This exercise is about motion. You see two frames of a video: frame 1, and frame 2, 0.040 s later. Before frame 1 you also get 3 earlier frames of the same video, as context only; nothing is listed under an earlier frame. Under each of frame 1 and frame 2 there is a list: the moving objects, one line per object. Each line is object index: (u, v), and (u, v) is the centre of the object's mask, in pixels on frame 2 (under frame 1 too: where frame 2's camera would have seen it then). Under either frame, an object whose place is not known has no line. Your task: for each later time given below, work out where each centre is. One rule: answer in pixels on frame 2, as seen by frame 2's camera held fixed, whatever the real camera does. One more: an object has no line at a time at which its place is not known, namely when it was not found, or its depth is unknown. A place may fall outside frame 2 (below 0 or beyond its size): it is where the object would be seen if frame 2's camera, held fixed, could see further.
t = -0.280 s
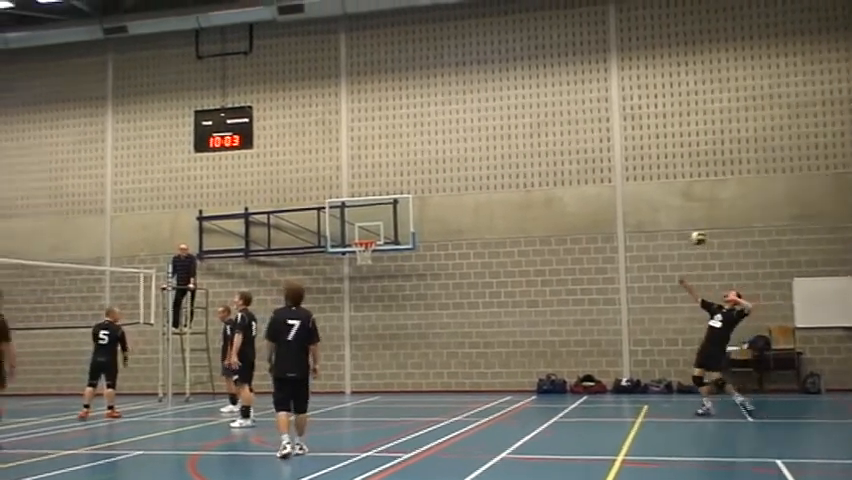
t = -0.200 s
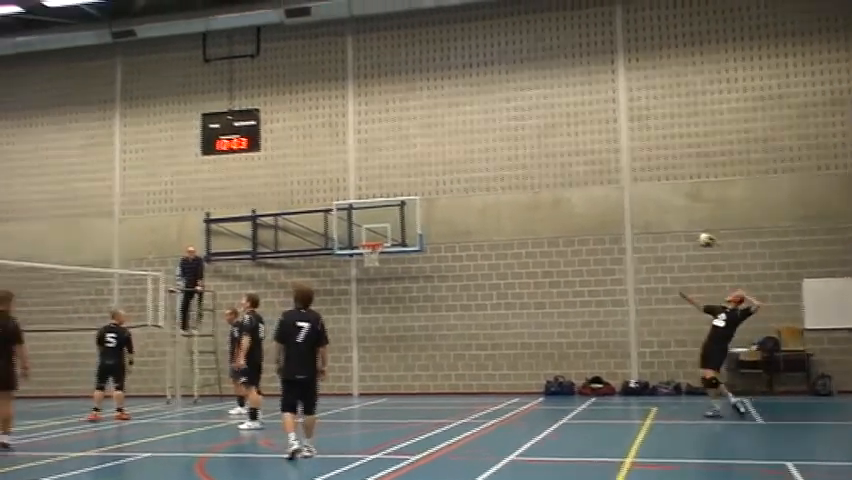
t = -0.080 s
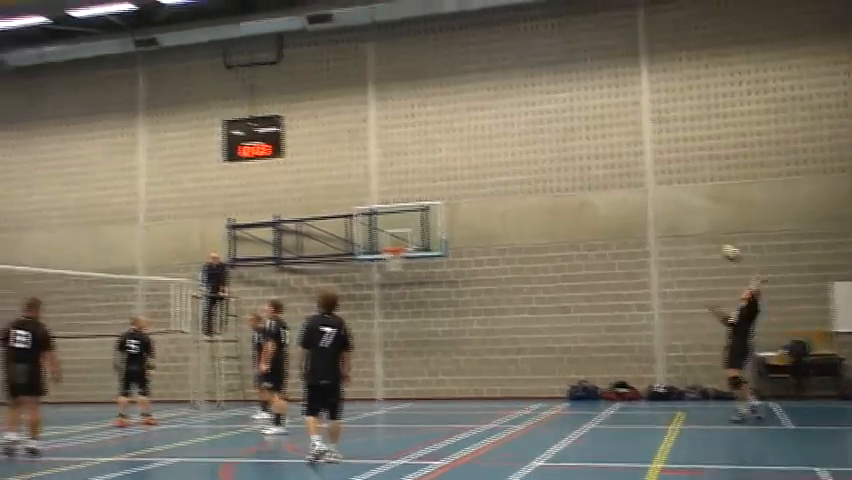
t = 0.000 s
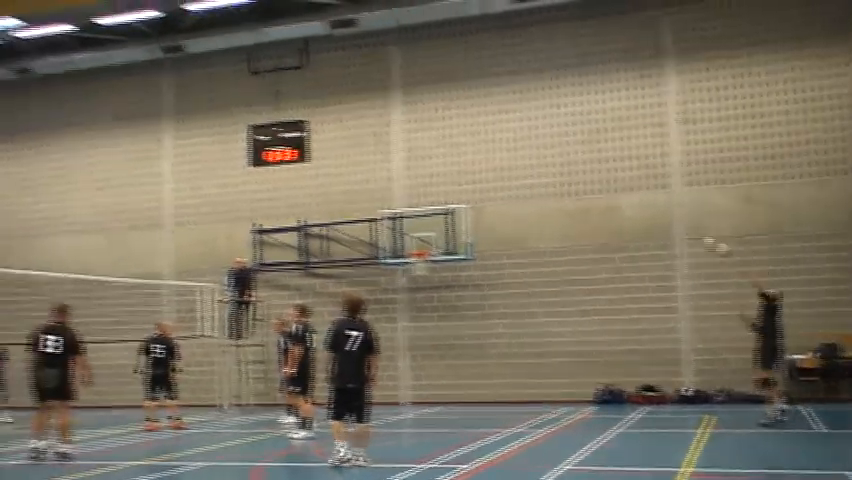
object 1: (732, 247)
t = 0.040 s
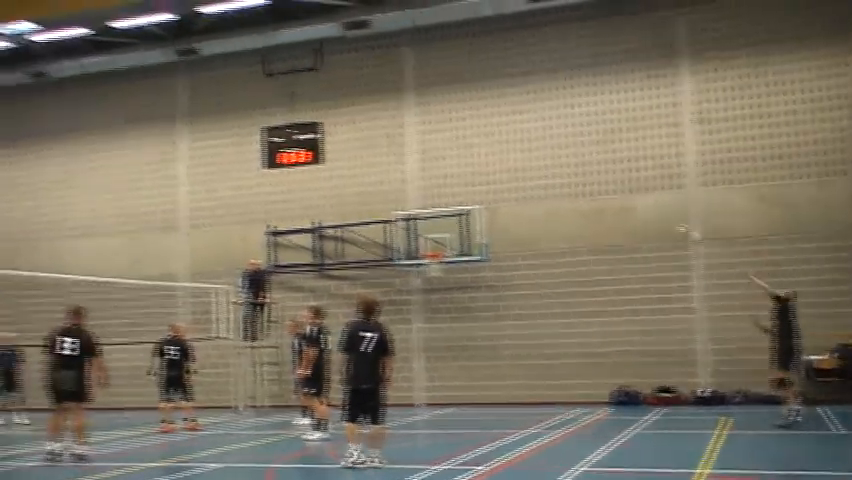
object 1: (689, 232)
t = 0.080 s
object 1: (651, 221)
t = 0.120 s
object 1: (611, 212)
